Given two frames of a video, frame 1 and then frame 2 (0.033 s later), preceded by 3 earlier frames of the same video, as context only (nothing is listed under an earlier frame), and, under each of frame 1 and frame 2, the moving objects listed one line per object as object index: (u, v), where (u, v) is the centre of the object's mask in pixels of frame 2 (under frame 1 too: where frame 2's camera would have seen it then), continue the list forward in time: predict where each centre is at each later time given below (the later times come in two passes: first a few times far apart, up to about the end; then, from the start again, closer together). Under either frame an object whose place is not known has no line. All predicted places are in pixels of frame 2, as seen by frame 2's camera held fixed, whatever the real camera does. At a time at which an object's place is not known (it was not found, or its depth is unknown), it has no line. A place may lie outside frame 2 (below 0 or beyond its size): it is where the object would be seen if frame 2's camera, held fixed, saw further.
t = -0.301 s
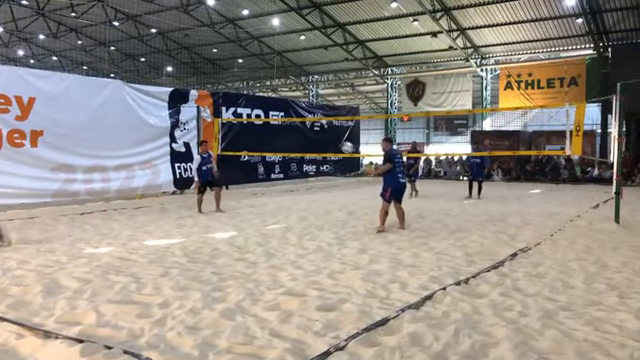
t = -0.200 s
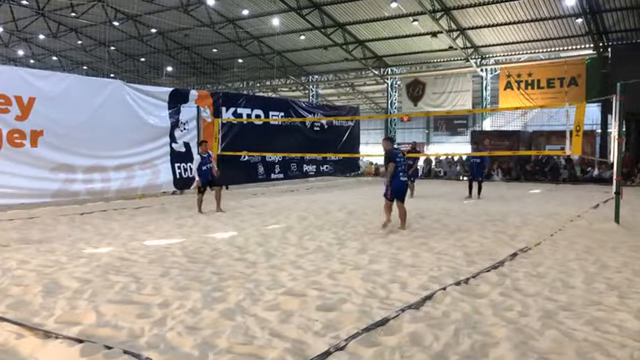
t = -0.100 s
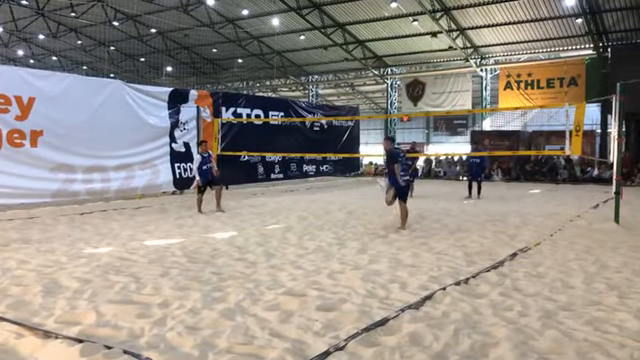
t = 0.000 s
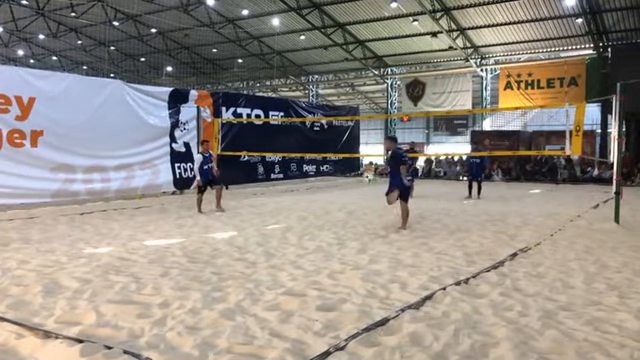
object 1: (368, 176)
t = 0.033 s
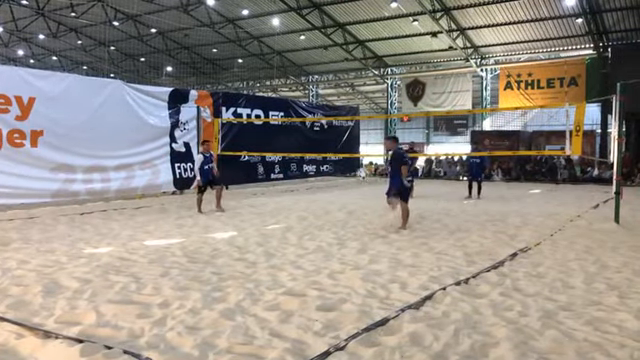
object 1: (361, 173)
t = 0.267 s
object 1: (321, 170)
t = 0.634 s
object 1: (260, 220)
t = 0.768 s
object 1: (241, 220)
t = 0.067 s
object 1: (356, 171)
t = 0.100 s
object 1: (350, 170)
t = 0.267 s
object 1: (321, 170)
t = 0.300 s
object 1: (314, 172)
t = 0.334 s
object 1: (309, 176)
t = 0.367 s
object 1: (304, 178)
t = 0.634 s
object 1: (260, 220)
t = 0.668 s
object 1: (255, 220)
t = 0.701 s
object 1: (250, 219)
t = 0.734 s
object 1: (245, 220)
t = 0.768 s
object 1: (241, 220)
